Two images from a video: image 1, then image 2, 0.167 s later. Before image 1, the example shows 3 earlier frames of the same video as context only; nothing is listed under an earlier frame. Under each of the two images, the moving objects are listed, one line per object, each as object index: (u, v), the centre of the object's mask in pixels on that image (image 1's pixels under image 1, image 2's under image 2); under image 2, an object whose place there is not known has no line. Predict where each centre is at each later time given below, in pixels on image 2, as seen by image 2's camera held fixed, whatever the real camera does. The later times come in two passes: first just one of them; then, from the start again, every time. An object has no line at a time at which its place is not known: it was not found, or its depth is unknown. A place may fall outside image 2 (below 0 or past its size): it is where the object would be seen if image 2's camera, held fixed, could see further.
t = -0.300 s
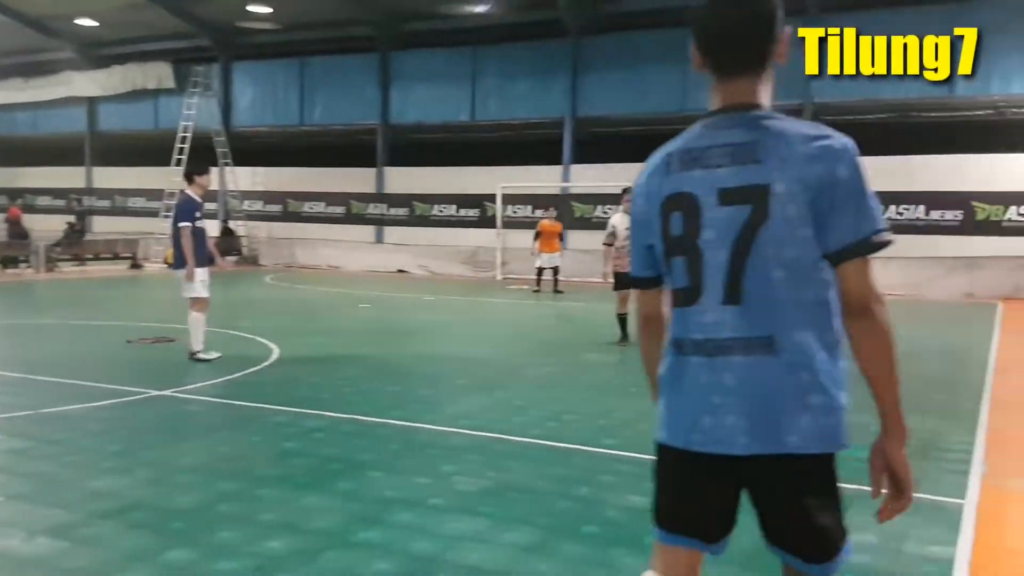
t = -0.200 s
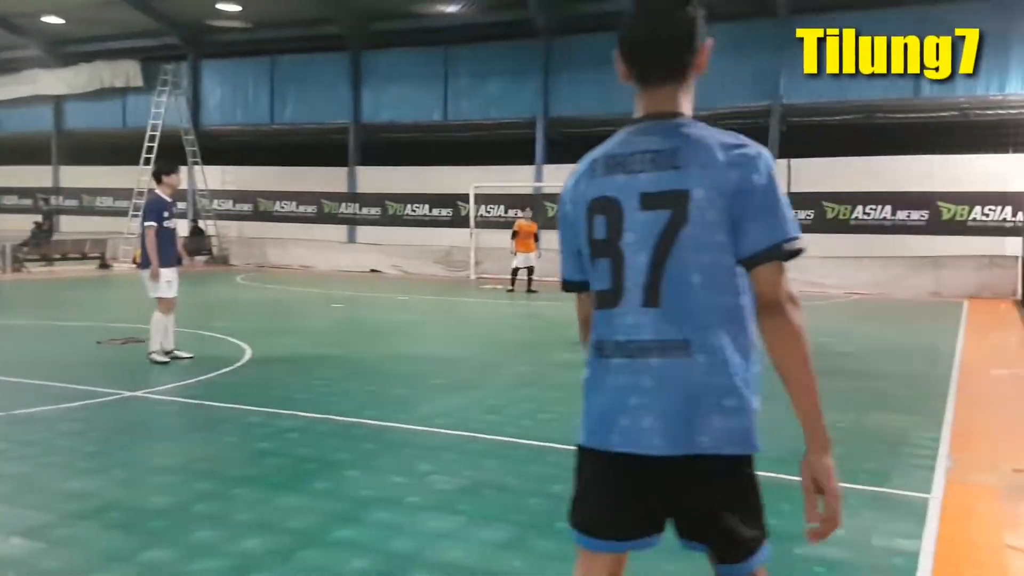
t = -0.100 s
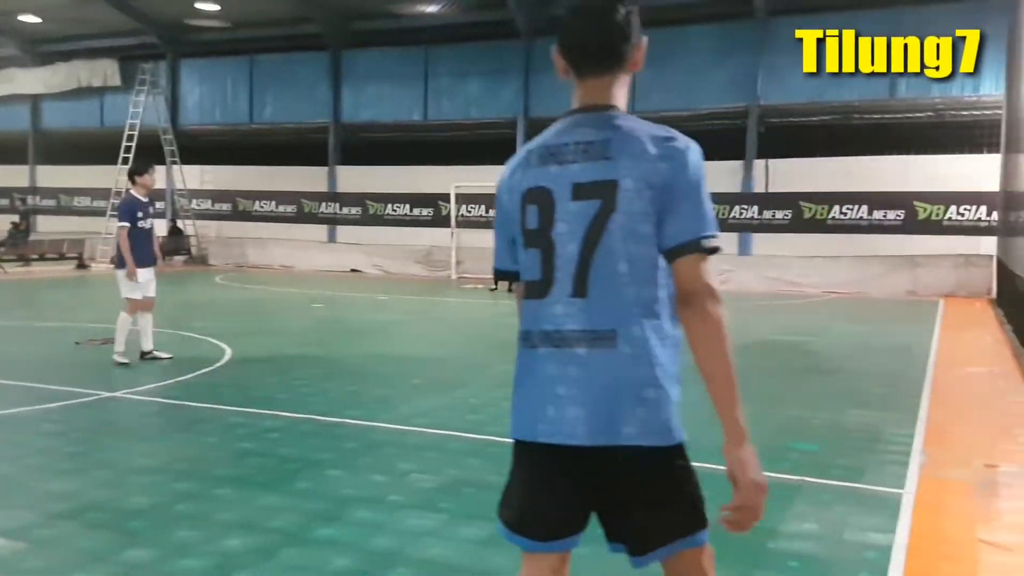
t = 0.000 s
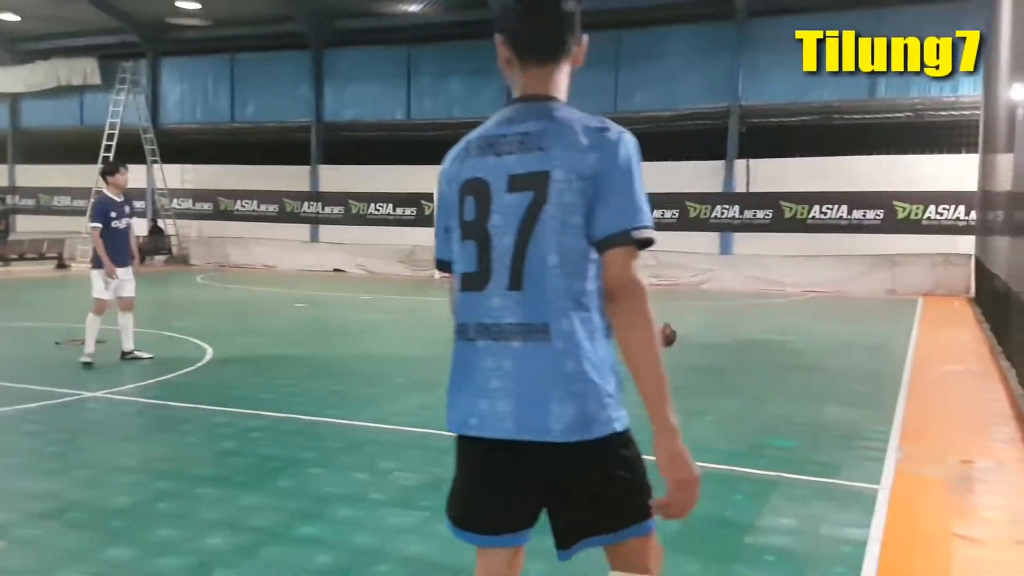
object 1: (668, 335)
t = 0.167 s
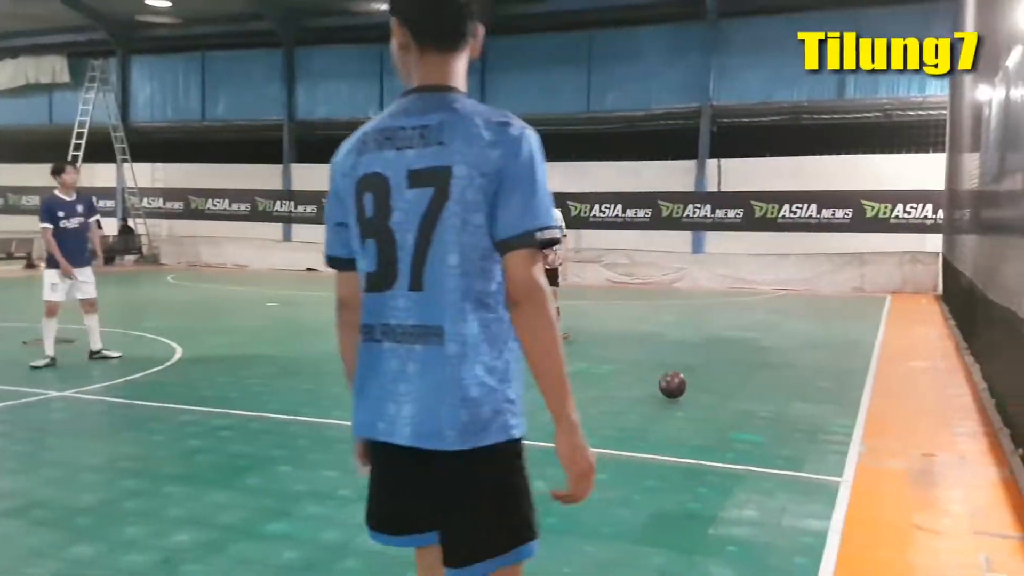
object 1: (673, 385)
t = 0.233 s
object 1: (683, 381)
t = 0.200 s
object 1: (677, 382)
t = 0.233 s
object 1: (683, 381)
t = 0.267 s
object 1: (687, 380)
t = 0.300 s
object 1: (692, 381)
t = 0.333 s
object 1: (697, 384)
